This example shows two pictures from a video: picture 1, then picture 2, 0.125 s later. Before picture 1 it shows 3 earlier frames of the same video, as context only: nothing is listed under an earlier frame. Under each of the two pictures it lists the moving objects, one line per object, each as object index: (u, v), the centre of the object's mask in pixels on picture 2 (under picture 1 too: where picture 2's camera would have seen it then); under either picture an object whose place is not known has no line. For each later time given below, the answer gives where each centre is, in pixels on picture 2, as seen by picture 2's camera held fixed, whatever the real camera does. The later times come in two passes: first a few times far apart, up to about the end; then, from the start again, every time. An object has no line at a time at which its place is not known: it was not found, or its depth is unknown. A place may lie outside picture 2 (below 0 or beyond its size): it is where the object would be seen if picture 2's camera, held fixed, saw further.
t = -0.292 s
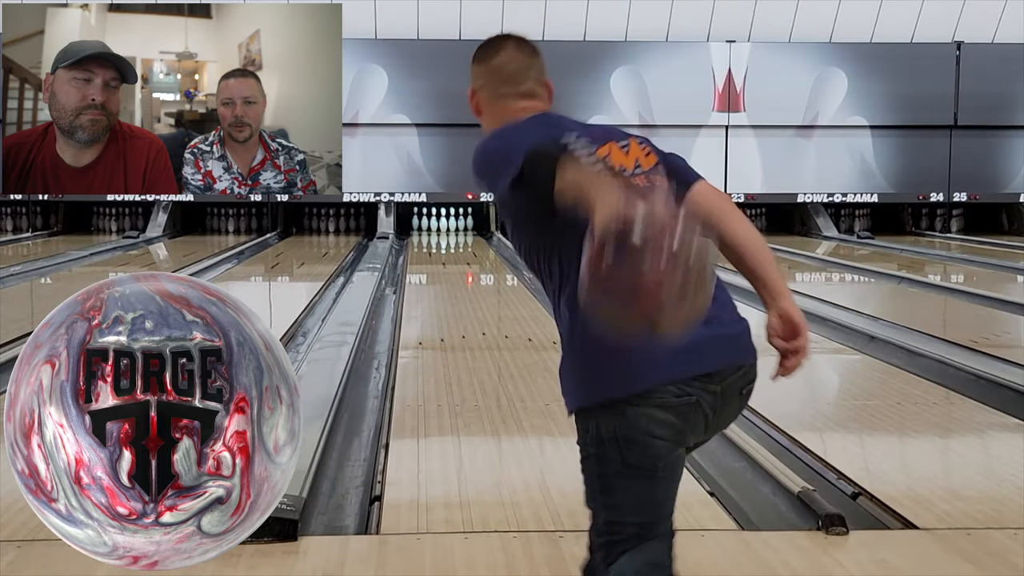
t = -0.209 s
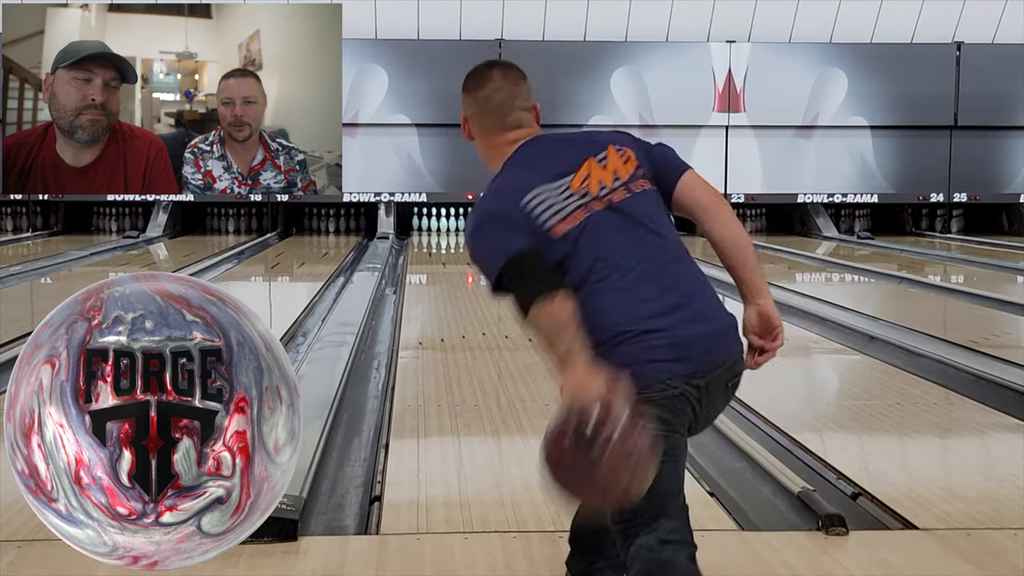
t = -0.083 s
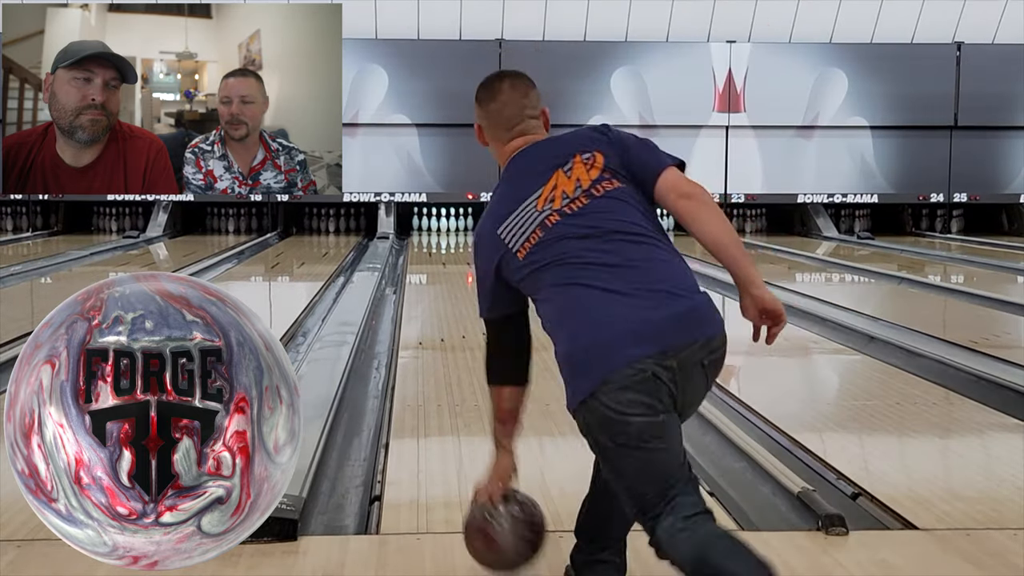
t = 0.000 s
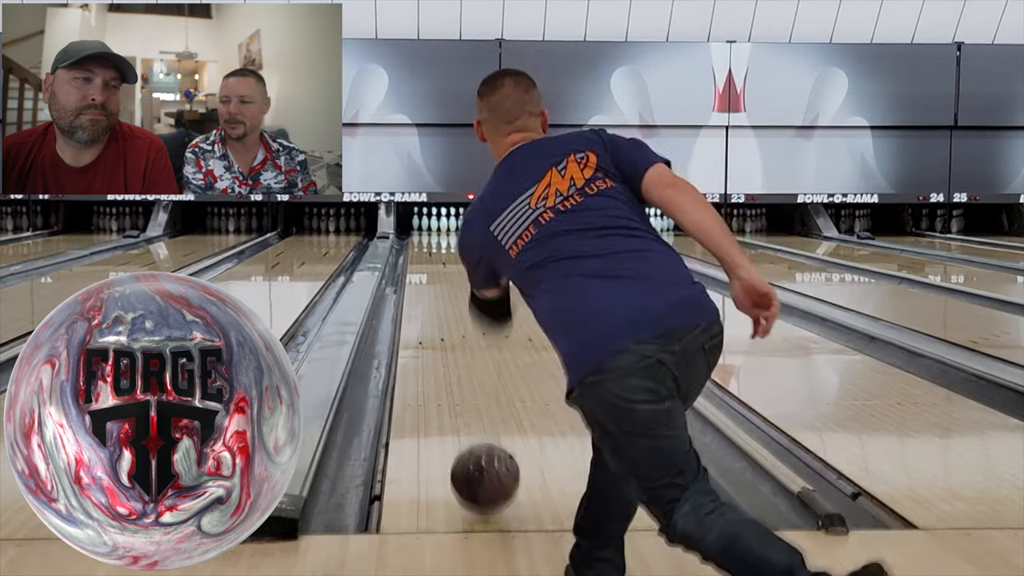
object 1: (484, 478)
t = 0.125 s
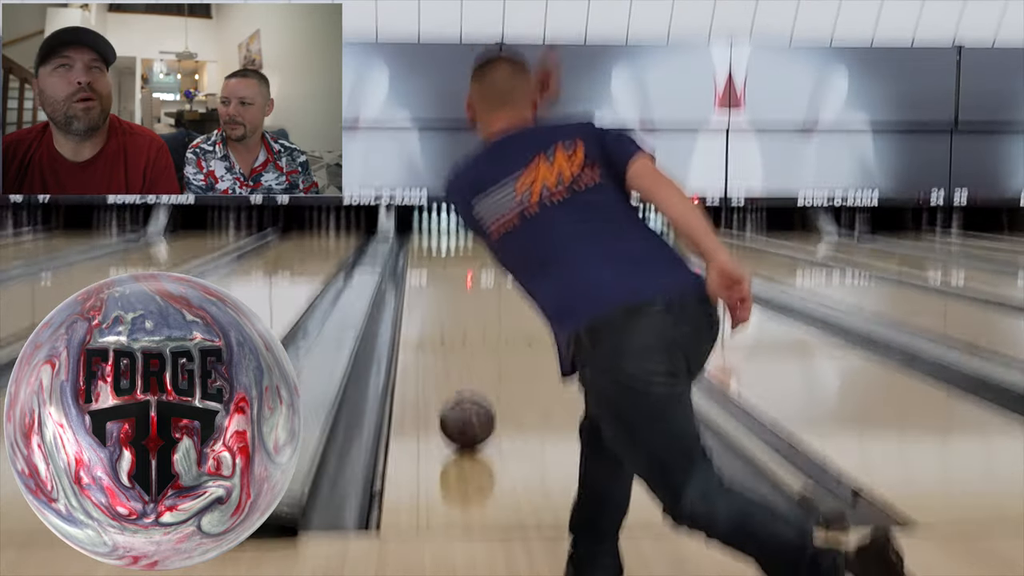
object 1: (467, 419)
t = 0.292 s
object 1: (452, 368)
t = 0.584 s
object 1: (437, 313)
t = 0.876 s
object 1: (430, 283)
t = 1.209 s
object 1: (425, 261)
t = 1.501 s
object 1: (424, 248)
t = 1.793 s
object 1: (424, 238)
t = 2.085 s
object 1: (428, 231)
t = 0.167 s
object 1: (462, 411)
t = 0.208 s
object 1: (459, 394)
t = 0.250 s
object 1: (454, 377)
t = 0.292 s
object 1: (452, 368)
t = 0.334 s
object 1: (449, 357)
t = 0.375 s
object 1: (447, 350)
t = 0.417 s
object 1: (444, 339)
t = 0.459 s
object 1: (443, 334)
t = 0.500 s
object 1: (440, 325)
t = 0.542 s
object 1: (439, 320)
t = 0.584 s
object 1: (437, 313)
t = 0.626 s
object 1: (436, 309)
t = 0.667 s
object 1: (435, 303)
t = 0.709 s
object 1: (434, 299)
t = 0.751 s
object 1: (433, 294)
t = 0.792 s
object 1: (432, 290)
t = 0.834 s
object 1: (431, 286)
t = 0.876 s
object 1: (430, 283)
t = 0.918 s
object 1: (430, 280)
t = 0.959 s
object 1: (429, 277)
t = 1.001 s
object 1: (428, 273)
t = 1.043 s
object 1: (428, 271)
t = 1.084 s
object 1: (427, 268)
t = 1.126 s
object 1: (427, 266)
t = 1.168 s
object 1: (426, 263)
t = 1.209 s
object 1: (425, 261)
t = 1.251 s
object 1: (425, 258)
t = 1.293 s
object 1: (425, 257)
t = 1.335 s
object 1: (424, 254)
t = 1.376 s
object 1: (424, 253)
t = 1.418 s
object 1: (424, 251)
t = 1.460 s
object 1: (424, 250)
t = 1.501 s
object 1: (424, 248)
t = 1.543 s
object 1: (424, 247)
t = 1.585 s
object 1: (424, 245)
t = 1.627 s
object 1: (423, 244)
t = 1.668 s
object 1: (423, 243)
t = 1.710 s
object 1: (424, 241)
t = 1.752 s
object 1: (424, 240)
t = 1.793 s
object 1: (424, 238)
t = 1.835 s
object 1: (424, 238)
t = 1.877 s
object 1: (425, 236)
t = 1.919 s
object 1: (425, 235)
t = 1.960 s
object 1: (426, 234)
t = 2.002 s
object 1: (426, 233)
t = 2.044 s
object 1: (426, 232)
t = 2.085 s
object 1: (428, 231)
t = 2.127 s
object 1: (429, 230)
